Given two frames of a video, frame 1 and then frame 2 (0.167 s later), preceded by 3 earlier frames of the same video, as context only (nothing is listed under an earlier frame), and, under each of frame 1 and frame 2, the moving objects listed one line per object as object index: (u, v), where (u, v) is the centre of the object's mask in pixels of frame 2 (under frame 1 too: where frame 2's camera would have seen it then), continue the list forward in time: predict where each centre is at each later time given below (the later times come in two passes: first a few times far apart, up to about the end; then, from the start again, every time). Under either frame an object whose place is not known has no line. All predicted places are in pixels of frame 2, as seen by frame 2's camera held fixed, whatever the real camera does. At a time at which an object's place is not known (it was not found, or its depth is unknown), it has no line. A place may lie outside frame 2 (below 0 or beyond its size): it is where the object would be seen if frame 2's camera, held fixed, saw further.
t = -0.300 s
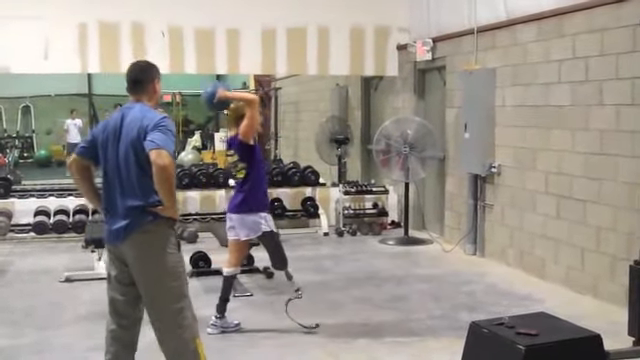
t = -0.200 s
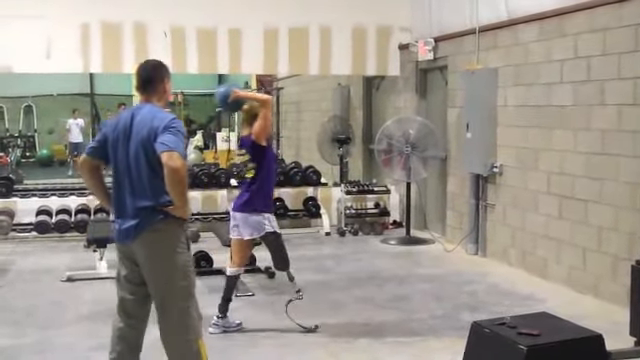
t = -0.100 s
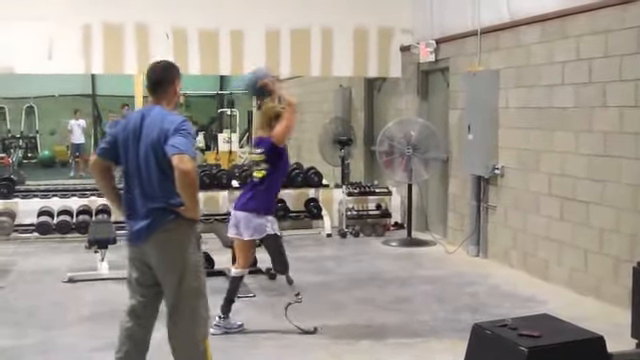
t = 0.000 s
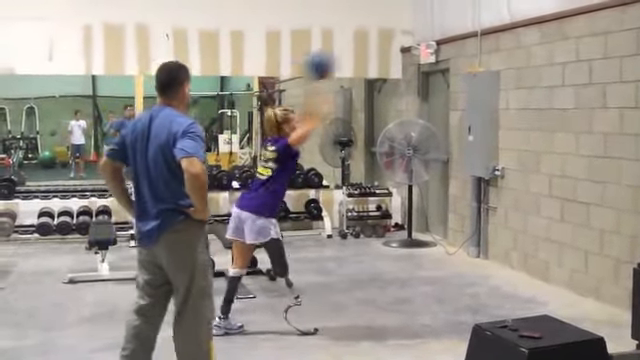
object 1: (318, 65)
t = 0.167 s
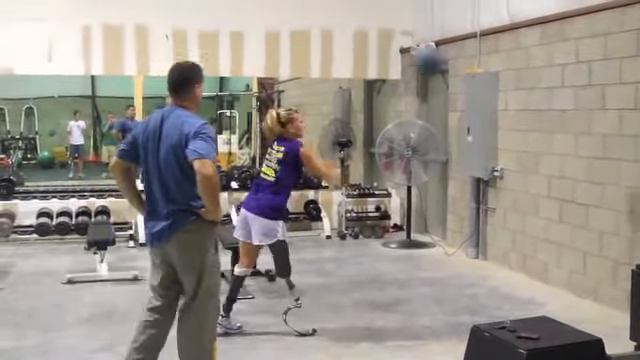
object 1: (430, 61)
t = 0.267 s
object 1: (491, 76)
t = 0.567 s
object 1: (584, 171)
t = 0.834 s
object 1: (469, 316)
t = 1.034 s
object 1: (407, 241)
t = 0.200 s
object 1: (449, 62)
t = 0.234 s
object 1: (471, 70)
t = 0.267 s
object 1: (491, 76)
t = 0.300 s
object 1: (511, 81)
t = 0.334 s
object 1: (530, 92)
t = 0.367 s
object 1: (550, 102)
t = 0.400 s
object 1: (570, 113)
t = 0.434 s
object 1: (590, 127)
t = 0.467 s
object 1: (610, 141)
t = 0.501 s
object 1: (613, 151)
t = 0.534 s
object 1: (598, 160)
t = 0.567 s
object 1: (584, 171)
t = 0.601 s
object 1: (571, 185)
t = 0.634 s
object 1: (557, 200)
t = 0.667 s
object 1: (543, 216)
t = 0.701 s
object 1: (527, 234)
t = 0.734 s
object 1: (515, 253)
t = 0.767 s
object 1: (501, 272)
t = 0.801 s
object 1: (483, 299)
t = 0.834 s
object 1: (469, 316)
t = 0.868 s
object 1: (459, 302)
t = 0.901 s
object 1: (448, 287)
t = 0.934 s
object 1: (438, 274)
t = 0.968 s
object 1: (428, 262)
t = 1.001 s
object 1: (418, 252)
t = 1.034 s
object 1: (407, 241)
